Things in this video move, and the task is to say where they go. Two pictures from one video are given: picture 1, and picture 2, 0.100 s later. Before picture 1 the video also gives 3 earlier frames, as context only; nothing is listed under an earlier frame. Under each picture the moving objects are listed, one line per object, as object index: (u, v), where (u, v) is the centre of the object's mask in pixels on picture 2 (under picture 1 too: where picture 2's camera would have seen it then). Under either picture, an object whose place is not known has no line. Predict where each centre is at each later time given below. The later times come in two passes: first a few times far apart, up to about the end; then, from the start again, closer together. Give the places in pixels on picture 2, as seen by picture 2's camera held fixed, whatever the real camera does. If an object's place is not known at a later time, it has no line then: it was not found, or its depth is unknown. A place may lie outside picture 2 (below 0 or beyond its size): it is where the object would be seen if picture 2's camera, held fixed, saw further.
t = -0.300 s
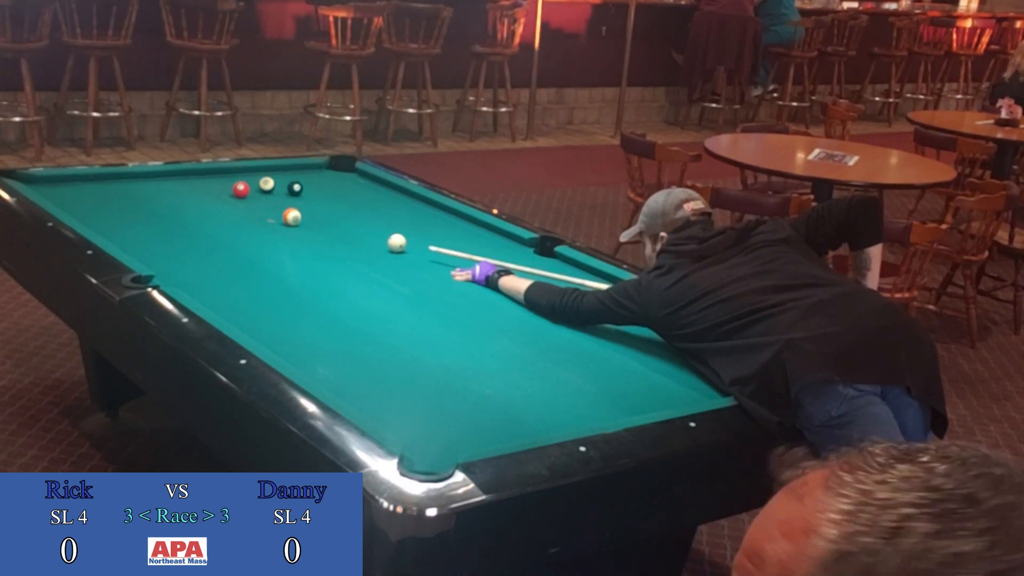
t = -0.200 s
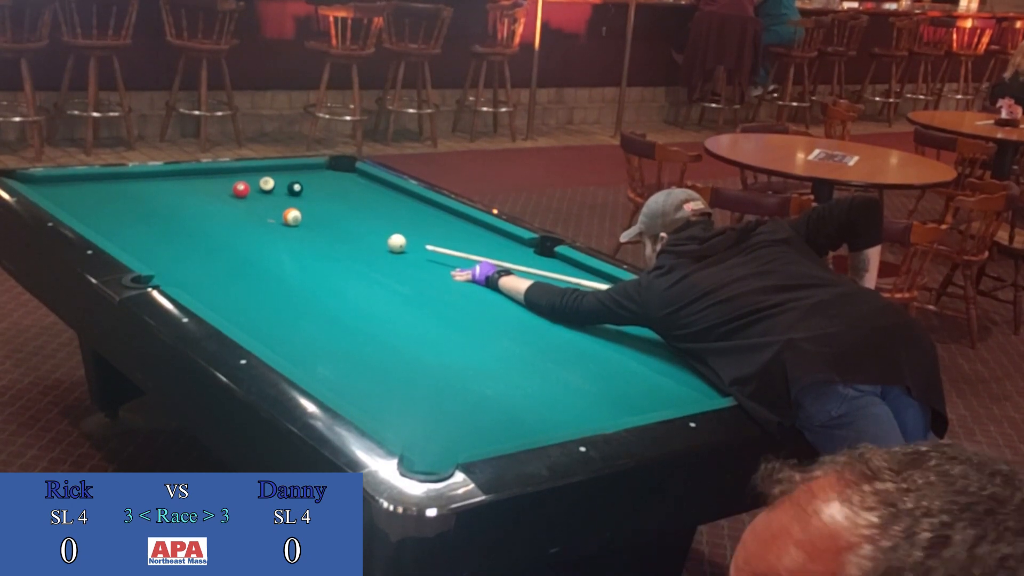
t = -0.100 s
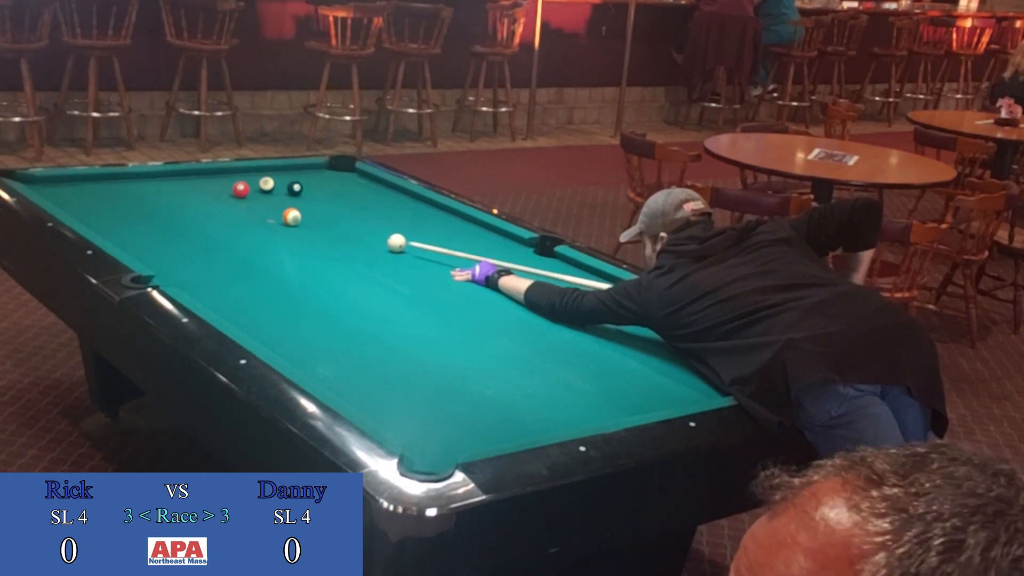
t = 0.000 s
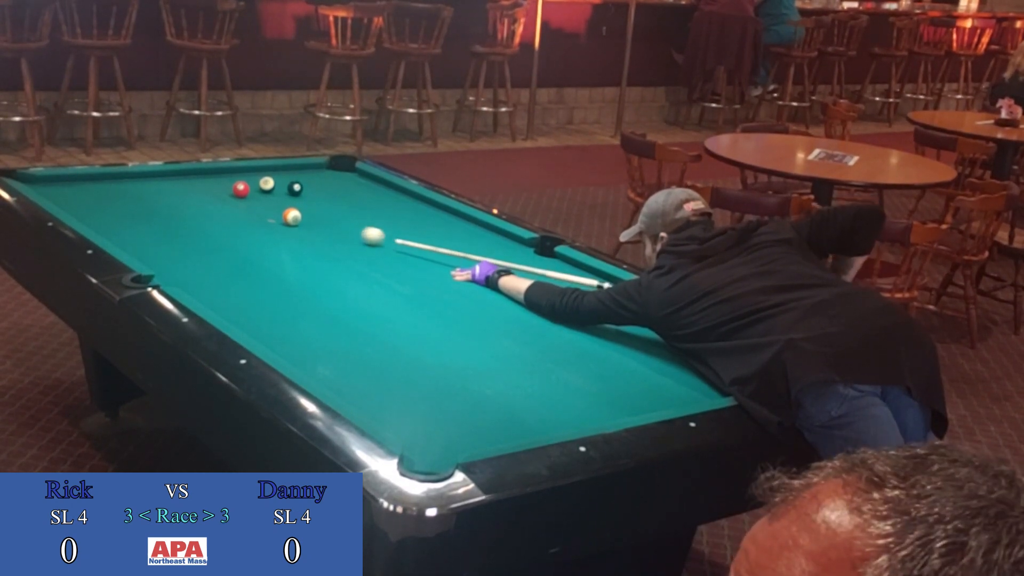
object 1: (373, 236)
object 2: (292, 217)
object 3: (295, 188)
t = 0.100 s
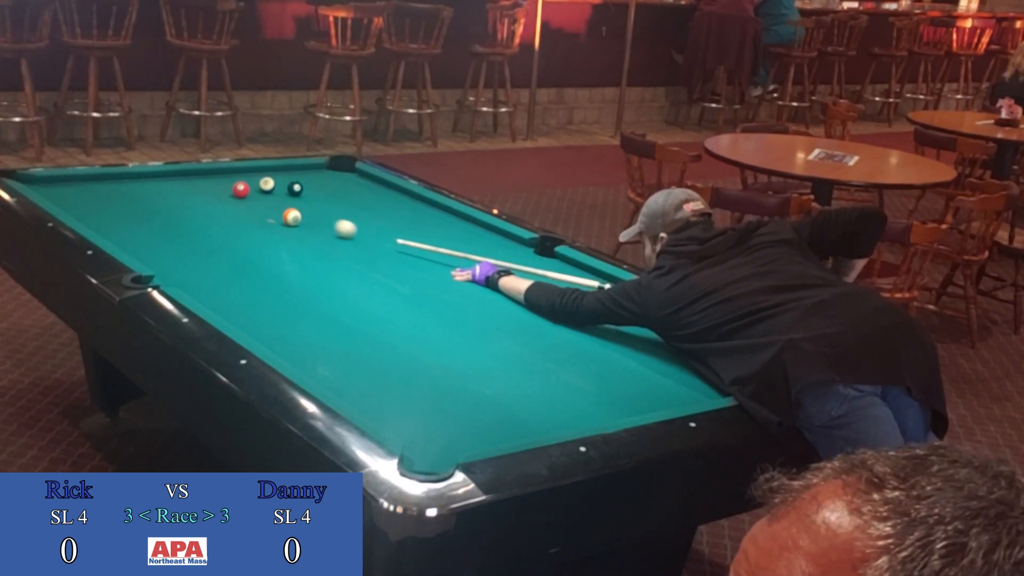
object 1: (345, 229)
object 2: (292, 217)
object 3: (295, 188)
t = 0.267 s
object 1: (310, 218)
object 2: (284, 216)
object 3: (295, 188)
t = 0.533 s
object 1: (303, 208)
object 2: (231, 208)
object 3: (295, 188)
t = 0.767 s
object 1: (296, 201)
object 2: (189, 202)
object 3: (295, 187)
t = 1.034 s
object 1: (289, 192)
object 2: (143, 196)
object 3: (298, 186)
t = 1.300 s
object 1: (278, 188)
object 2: (100, 190)
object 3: (300, 185)
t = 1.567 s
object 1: (276, 188)
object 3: (305, 183)
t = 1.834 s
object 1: (275, 187)
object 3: (309, 181)
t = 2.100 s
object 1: (275, 187)
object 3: (312, 179)
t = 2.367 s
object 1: (275, 187)
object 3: (315, 177)
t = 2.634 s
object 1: (275, 187)
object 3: (317, 175)
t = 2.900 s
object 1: (275, 187)
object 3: (319, 175)
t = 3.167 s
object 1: (275, 187)
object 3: (320, 174)
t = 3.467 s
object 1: (275, 187)
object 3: (320, 174)
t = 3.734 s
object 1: (275, 187)
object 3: (320, 174)
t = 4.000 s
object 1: (275, 187)
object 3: (320, 174)
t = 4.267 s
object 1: (275, 187)
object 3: (320, 174)
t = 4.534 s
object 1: (275, 187)
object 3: (320, 174)
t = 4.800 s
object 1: (275, 187)
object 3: (320, 174)
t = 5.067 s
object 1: (275, 187)
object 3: (320, 174)
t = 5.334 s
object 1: (275, 187)
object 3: (320, 174)
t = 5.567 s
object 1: (275, 187)
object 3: (320, 174)
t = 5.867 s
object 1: (275, 187)
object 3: (320, 174)
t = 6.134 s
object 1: (275, 187)
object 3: (320, 174)
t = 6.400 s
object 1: (275, 187)
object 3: (320, 174)
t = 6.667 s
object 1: (275, 187)
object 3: (320, 174)
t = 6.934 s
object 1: (275, 187)
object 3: (320, 173)
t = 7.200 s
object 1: (275, 187)
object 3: (320, 173)
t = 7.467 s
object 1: (275, 187)
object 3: (320, 173)
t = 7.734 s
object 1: (275, 187)
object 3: (320, 173)
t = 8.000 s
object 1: (275, 187)
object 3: (320, 173)
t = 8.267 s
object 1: (275, 187)
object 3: (320, 173)
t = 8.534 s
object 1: (275, 187)
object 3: (320, 173)
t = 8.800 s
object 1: (275, 187)
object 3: (320, 173)
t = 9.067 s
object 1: (275, 187)
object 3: (321, 174)
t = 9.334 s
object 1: (275, 187)
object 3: (322, 175)
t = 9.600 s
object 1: (275, 187)
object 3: (320, 173)
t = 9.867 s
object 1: (275, 187)
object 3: (321, 172)
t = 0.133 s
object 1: (336, 227)
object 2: (292, 217)
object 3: (295, 188)
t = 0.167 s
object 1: (327, 224)
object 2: (292, 217)
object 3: (295, 188)
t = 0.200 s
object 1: (319, 222)
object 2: (292, 217)
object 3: (295, 188)
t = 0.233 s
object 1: (310, 219)
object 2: (291, 217)
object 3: (295, 188)
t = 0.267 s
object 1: (310, 218)
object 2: (284, 216)
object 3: (295, 188)
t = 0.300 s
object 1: (310, 217)
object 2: (276, 214)
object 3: (295, 188)
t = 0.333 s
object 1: (309, 216)
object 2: (269, 214)
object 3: (295, 188)
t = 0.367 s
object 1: (308, 215)
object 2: (263, 213)
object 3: (295, 188)
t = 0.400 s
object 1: (307, 214)
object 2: (256, 212)
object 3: (295, 189)
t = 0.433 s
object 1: (306, 212)
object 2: (250, 211)
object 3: (295, 188)
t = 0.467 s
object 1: (305, 211)
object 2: (244, 210)
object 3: (295, 188)
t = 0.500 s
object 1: (304, 210)
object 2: (237, 209)
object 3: (295, 188)
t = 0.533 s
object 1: (303, 208)
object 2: (231, 208)
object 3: (295, 188)
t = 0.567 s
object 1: (302, 207)
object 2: (225, 207)
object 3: (295, 188)
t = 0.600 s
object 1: (301, 206)
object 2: (219, 206)
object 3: (295, 188)
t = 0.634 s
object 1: (300, 205)
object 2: (213, 206)
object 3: (295, 188)
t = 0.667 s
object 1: (299, 204)
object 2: (207, 205)
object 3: (295, 188)
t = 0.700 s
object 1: (298, 202)
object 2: (201, 204)
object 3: (295, 188)
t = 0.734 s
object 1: (297, 202)
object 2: (195, 203)
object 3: (295, 187)
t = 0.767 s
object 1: (296, 201)
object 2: (189, 202)
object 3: (295, 187)
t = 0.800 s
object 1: (295, 200)
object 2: (183, 201)
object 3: (295, 186)
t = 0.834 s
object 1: (294, 199)
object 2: (178, 201)
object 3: (295, 186)
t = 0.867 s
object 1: (293, 197)
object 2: (172, 200)
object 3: (296, 186)
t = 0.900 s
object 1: (292, 196)
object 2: (166, 199)
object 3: (296, 185)
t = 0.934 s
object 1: (291, 195)
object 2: (160, 199)
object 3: (297, 185)
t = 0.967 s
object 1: (291, 194)
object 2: (155, 198)
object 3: (297, 186)
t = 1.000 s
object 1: (290, 193)
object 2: (149, 197)
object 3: (297, 186)
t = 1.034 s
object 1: (289, 192)
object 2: (143, 196)
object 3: (298, 186)
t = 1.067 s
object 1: (288, 191)
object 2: (138, 195)
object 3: (297, 187)
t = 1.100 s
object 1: (286, 190)
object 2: (132, 194)
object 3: (298, 187)
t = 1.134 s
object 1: (285, 190)
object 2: (126, 193)
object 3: (298, 187)
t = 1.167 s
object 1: (283, 189)
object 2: (121, 193)
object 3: (298, 187)
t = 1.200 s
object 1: (281, 189)
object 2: (116, 192)
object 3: (298, 187)
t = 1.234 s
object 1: (280, 189)
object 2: (110, 191)
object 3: (299, 186)
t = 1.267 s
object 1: (279, 188)
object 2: (105, 191)
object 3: (300, 186)
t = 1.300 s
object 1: (278, 188)
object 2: (100, 190)
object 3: (300, 185)
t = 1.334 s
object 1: (278, 188)
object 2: (94, 189)
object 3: (301, 185)
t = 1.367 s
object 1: (277, 188)
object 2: (89, 188)
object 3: (302, 185)
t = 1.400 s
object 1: (277, 188)
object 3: (302, 185)
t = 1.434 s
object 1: (277, 188)
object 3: (303, 184)
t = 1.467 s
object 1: (276, 188)
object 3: (303, 184)
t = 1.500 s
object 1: (276, 188)
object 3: (304, 184)
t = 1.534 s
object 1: (276, 188)
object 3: (304, 184)
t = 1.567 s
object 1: (276, 188)
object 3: (305, 183)
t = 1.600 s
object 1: (276, 188)
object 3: (305, 183)
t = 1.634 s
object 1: (276, 188)
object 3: (306, 182)
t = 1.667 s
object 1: (276, 187)
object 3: (306, 182)
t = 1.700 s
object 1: (275, 187)
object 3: (307, 181)
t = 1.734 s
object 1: (275, 187)
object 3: (307, 181)
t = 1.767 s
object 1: (275, 187)
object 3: (308, 181)
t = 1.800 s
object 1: (275, 187)
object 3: (308, 181)
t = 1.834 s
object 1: (275, 187)
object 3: (309, 181)
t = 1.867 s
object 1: (275, 187)
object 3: (309, 180)
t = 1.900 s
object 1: (275, 187)
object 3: (310, 180)
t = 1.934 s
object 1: (275, 187)
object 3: (310, 180)
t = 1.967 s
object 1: (275, 187)
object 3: (310, 180)
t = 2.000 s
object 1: (275, 187)
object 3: (311, 179)
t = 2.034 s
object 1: (275, 187)
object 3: (311, 179)
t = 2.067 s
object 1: (275, 187)
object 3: (311, 179)
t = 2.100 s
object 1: (275, 187)
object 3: (312, 179)
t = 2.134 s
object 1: (275, 187)
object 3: (312, 178)
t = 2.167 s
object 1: (275, 187)
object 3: (312, 178)
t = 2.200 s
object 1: (275, 187)
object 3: (313, 178)
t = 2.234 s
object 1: (275, 187)
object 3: (313, 177)
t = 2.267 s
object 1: (275, 187)
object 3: (313, 177)
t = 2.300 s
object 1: (275, 187)
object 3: (314, 177)
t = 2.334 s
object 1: (275, 187)
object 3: (314, 177)
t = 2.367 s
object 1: (275, 187)
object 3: (315, 177)
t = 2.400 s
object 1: (275, 187)
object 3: (315, 176)
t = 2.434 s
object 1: (275, 187)
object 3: (315, 176)
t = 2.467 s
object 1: (275, 187)
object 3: (316, 176)
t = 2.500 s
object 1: (275, 187)
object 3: (316, 176)
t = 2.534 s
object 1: (275, 187)
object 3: (316, 176)
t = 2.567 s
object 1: (275, 187)
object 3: (316, 176)
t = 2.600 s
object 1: (275, 187)
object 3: (317, 175)
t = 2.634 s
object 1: (275, 187)
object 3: (317, 175)
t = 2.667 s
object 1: (275, 187)
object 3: (317, 175)
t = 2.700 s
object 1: (275, 187)
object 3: (317, 175)
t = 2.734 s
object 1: (275, 187)
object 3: (318, 175)
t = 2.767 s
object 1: (275, 187)
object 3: (318, 175)
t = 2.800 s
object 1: (275, 187)
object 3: (318, 175)
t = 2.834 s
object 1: (275, 187)
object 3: (318, 175)
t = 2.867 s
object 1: (275, 187)
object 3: (318, 175)
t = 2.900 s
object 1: (275, 187)
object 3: (319, 175)
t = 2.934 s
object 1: (275, 187)
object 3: (319, 175)
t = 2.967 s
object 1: (275, 187)
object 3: (319, 175)
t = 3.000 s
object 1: (275, 187)
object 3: (319, 174)
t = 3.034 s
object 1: (275, 187)
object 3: (319, 174)
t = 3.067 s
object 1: (275, 187)
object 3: (319, 174)
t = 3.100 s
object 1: (275, 187)
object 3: (319, 174)
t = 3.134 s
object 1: (275, 187)
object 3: (319, 174)
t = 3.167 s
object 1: (275, 187)
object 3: (320, 174)
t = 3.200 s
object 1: (275, 187)
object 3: (320, 174)
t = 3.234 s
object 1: (275, 187)
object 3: (320, 174)
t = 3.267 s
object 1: (275, 187)
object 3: (320, 174)
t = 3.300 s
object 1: (275, 187)
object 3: (320, 174)
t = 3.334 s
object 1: (275, 187)
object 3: (320, 174)
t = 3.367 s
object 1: (275, 187)
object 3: (320, 174)
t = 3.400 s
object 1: (275, 187)
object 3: (320, 174)
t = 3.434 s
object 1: (275, 187)
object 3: (320, 174)
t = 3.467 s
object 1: (275, 187)
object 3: (320, 174)
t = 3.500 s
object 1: (275, 187)
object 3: (320, 174)
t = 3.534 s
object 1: (275, 187)
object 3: (320, 174)
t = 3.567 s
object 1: (275, 187)
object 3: (320, 174)
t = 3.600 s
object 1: (275, 187)
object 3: (320, 174)
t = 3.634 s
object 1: (275, 187)
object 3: (320, 174)
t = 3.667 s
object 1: (275, 187)
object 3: (320, 174)
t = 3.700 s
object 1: (275, 187)
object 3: (320, 174)
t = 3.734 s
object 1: (275, 187)
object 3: (320, 174)
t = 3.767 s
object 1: (275, 187)
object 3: (320, 174)
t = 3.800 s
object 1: (275, 187)
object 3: (320, 174)
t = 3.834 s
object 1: (275, 187)
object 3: (320, 174)
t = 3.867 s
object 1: (275, 187)
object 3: (320, 174)
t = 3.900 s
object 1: (275, 187)
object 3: (320, 174)
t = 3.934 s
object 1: (275, 187)
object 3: (320, 174)
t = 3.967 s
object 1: (275, 187)
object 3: (320, 174)
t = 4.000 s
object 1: (275, 187)
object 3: (320, 174)
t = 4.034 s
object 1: (275, 187)
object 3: (320, 174)
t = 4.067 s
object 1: (275, 187)
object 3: (320, 174)
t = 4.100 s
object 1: (275, 187)
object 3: (320, 174)
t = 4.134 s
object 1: (275, 187)
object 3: (320, 174)
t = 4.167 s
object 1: (275, 187)
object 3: (320, 174)
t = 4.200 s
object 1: (275, 187)
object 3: (320, 174)
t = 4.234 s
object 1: (275, 187)
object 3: (320, 174)
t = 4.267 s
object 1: (275, 187)
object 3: (320, 174)
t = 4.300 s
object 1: (275, 187)
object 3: (320, 174)
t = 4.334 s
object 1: (275, 187)
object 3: (320, 174)
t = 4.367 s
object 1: (275, 187)
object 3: (320, 174)
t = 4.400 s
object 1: (275, 187)
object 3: (320, 174)
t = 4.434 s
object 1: (275, 187)
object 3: (320, 174)
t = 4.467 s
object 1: (275, 187)
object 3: (320, 174)
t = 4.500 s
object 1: (275, 187)
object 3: (320, 174)
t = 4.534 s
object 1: (275, 187)
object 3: (320, 174)
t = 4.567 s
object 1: (275, 187)
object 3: (320, 174)
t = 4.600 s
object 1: (275, 187)
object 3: (320, 174)
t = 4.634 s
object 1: (275, 187)
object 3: (320, 174)
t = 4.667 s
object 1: (275, 187)
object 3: (320, 174)
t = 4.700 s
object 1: (275, 187)
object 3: (320, 174)
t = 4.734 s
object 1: (275, 187)
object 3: (320, 174)
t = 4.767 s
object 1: (275, 187)
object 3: (320, 174)
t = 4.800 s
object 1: (275, 187)
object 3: (320, 174)
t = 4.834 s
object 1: (275, 187)
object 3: (320, 174)
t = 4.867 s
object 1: (275, 187)
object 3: (320, 174)
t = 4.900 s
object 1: (275, 187)
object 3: (320, 174)
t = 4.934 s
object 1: (275, 187)
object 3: (320, 174)
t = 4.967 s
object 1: (275, 187)
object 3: (320, 174)
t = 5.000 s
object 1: (275, 187)
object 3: (320, 174)
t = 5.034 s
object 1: (275, 187)
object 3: (320, 174)
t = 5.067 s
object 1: (275, 187)
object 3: (320, 174)
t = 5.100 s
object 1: (275, 187)
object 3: (320, 174)
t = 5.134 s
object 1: (275, 187)
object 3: (320, 174)
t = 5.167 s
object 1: (275, 187)
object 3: (320, 174)
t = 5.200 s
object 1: (275, 187)
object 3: (320, 174)
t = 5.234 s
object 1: (275, 187)
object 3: (320, 174)
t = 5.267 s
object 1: (275, 187)
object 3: (320, 174)
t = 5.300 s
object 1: (275, 187)
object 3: (320, 174)
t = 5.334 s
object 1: (275, 187)
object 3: (320, 174)
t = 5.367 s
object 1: (275, 187)
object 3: (320, 174)
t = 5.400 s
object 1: (275, 187)
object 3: (320, 174)
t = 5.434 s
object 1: (275, 187)
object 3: (320, 174)
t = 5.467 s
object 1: (275, 187)
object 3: (320, 174)
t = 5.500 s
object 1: (275, 187)
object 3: (320, 174)
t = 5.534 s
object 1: (275, 187)
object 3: (320, 174)
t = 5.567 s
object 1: (275, 187)
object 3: (320, 174)
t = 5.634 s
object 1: (275, 187)
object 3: (320, 174)
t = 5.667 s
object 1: (275, 187)
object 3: (320, 174)
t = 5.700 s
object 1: (275, 187)
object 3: (320, 174)
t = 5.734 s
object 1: (275, 187)
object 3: (320, 174)
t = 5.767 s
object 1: (275, 187)
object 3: (320, 174)
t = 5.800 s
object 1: (275, 187)
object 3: (320, 174)
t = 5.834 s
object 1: (275, 187)
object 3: (320, 174)
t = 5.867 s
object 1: (275, 187)
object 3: (320, 174)
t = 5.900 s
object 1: (275, 187)
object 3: (320, 174)
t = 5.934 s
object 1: (275, 187)
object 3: (320, 174)
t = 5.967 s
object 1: (275, 187)
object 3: (320, 174)
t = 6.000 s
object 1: (275, 187)
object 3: (320, 174)
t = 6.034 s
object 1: (275, 187)
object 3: (320, 174)
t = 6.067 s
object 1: (275, 187)
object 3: (320, 174)
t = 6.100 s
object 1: (275, 187)
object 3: (320, 174)
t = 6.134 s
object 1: (275, 187)
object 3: (320, 174)
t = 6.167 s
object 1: (275, 187)
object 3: (320, 174)
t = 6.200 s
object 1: (275, 187)
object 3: (320, 174)
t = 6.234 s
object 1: (275, 187)
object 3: (320, 174)
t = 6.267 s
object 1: (275, 187)
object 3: (320, 174)
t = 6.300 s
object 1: (275, 187)
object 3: (320, 174)
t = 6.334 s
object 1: (275, 187)
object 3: (320, 174)
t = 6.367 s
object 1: (275, 187)
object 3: (320, 174)
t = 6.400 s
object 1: (275, 187)
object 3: (320, 174)
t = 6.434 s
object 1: (275, 187)
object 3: (321, 173)
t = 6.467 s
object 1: (275, 187)
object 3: (321, 173)
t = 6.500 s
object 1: (275, 188)
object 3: (320, 174)
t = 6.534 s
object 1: (275, 187)
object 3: (320, 174)
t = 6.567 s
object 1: (275, 187)
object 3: (320, 173)
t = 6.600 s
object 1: (275, 187)
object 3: (320, 174)
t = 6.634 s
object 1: (275, 187)
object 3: (320, 174)
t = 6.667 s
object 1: (275, 187)
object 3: (320, 174)
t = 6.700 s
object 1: (275, 187)
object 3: (320, 174)
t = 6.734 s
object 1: (275, 187)
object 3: (320, 173)
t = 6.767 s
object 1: (275, 187)
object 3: (320, 174)
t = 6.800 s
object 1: (275, 187)
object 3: (320, 174)
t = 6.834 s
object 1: (275, 187)
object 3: (320, 174)
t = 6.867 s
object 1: (275, 187)
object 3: (320, 173)
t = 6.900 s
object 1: (275, 187)
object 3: (320, 173)
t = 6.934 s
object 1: (275, 187)
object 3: (320, 173)
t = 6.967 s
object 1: (275, 187)
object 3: (320, 173)
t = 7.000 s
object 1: (275, 187)
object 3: (320, 173)
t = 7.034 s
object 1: (275, 187)
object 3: (321, 173)
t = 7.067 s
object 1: (275, 187)
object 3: (321, 173)
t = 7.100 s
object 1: (275, 187)
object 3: (320, 173)
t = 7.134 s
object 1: (275, 187)
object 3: (320, 173)
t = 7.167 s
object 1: (275, 187)
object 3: (320, 173)
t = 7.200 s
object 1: (275, 187)
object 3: (320, 173)
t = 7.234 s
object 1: (275, 187)
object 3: (320, 173)
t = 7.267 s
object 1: (275, 187)
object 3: (320, 173)
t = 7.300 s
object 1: (275, 187)
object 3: (320, 173)
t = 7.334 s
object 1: (275, 187)
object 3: (320, 173)
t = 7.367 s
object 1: (275, 187)
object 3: (320, 173)
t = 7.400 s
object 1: (275, 187)
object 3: (320, 174)
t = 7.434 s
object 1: (275, 187)
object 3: (320, 173)
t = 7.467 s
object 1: (275, 187)
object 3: (320, 173)
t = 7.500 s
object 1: (275, 187)
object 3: (320, 173)
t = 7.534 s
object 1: (275, 187)
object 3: (320, 173)
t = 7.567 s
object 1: (275, 187)
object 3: (320, 173)
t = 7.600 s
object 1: (275, 187)
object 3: (320, 173)
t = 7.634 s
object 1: (275, 187)
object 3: (320, 173)
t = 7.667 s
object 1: (275, 187)
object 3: (320, 173)
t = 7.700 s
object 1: (275, 187)
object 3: (320, 173)
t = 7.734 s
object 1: (275, 187)
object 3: (320, 173)
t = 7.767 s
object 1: (275, 187)
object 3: (320, 173)
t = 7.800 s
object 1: (275, 187)
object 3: (320, 173)
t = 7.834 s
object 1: (275, 187)
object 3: (320, 173)
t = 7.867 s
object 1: (275, 187)
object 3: (320, 173)
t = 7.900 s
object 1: (275, 187)
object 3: (320, 173)
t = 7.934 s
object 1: (275, 187)
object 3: (320, 173)
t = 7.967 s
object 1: (275, 187)
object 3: (320, 173)
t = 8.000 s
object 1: (275, 187)
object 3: (320, 173)
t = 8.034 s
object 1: (275, 187)
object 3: (320, 173)
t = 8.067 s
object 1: (275, 187)
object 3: (321, 173)
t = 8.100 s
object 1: (275, 187)
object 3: (320, 173)
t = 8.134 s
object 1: (275, 187)
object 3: (321, 173)
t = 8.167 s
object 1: (275, 187)
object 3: (320, 173)
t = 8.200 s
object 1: (275, 187)
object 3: (320, 173)
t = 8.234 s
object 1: (275, 187)
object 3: (320, 173)
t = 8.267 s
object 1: (275, 187)
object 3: (320, 173)
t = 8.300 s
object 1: (275, 187)
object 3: (320, 173)
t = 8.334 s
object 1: (275, 187)
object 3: (320, 173)
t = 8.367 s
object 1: (275, 187)
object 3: (321, 173)
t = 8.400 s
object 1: (275, 187)
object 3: (321, 173)
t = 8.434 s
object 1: (275, 187)
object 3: (320, 173)
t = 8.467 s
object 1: (275, 187)
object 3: (320, 173)
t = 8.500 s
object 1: (275, 187)
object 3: (320, 173)
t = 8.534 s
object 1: (275, 187)
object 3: (320, 173)
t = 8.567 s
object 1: (275, 187)
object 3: (320, 173)
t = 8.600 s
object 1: (275, 187)
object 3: (321, 173)
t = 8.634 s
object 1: (275, 187)
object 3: (321, 173)
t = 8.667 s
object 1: (275, 187)
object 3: (321, 173)
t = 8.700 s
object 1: (275, 187)
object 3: (321, 173)
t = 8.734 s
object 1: (275, 187)
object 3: (321, 173)
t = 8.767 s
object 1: (275, 187)
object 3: (321, 173)
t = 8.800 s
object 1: (275, 187)
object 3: (320, 173)
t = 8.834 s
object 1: (275, 187)
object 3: (320, 173)
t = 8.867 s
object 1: (275, 187)
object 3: (320, 173)
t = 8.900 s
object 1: (275, 187)
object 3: (321, 173)
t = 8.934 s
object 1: (275, 187)
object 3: (321, 173)
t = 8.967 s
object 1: (275, 187)
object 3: (321, 174)
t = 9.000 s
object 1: (275, 187)
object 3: (321, 174)
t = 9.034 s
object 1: (275, 187)
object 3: (321, 174)
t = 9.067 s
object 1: (275, 187)
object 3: (321, 174)
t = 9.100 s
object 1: (275, 187)
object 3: (321, 174)
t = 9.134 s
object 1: (275, 187)
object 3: (321, 174)
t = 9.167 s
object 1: (275, 187)
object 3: (321, 174)
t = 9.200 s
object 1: (275, 187)
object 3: (321, 175)
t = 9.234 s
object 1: (275, 187)
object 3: (322, 174)
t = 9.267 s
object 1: (275, 187)
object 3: (322, 174)
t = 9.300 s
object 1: (275, 187)
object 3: (322, 174)
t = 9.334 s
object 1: (275, 187)
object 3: (322, 175)
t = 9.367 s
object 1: (275, 187)
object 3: (322, 175)
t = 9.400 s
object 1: (275, 187)
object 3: (322, 175)
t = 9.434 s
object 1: (275, 187)
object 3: (322, 175)
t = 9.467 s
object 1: (275, 187)
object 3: (322, 175)
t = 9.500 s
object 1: (275, 187)
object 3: (322, 175)
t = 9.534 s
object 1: (275, 187)
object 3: (322, 175)
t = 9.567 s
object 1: (275, 187)
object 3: (320, 174)
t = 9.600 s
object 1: (275, 187)
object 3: (320, 173)
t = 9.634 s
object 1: (275, 187)
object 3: (320, 173)
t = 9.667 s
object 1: (275, 187)
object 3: (320, 173)
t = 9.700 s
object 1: (275, 187)
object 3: (320, 173)
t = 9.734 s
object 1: (275, 187)
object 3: (320, 173)
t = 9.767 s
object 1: (275, 187)
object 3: (321, 173)
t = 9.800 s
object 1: (275, 187)
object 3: (321, 173)
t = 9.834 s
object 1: (275, 187)
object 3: (321, 172)
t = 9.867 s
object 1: (275, 187)
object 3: (321, 172)
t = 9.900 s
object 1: (275, 187)
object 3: (321, 172)
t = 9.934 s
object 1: (275, 187)
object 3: (321, 173)
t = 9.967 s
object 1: (275, 187)
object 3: (321, 173)
